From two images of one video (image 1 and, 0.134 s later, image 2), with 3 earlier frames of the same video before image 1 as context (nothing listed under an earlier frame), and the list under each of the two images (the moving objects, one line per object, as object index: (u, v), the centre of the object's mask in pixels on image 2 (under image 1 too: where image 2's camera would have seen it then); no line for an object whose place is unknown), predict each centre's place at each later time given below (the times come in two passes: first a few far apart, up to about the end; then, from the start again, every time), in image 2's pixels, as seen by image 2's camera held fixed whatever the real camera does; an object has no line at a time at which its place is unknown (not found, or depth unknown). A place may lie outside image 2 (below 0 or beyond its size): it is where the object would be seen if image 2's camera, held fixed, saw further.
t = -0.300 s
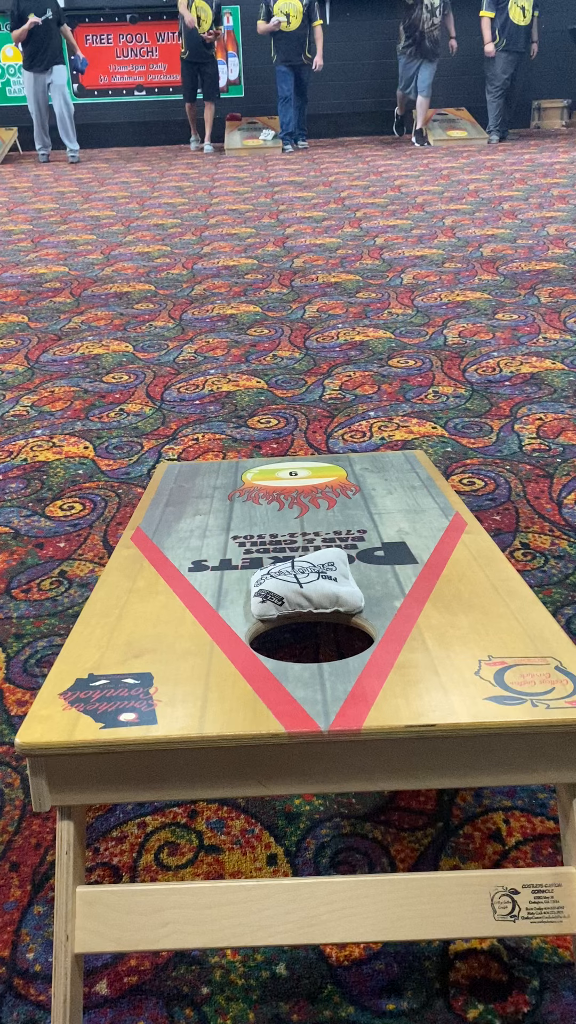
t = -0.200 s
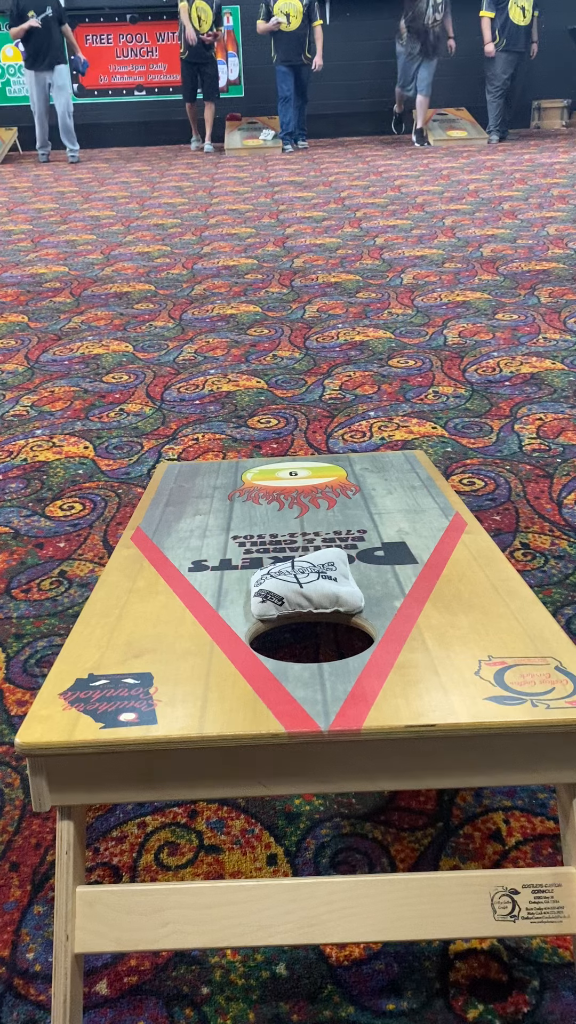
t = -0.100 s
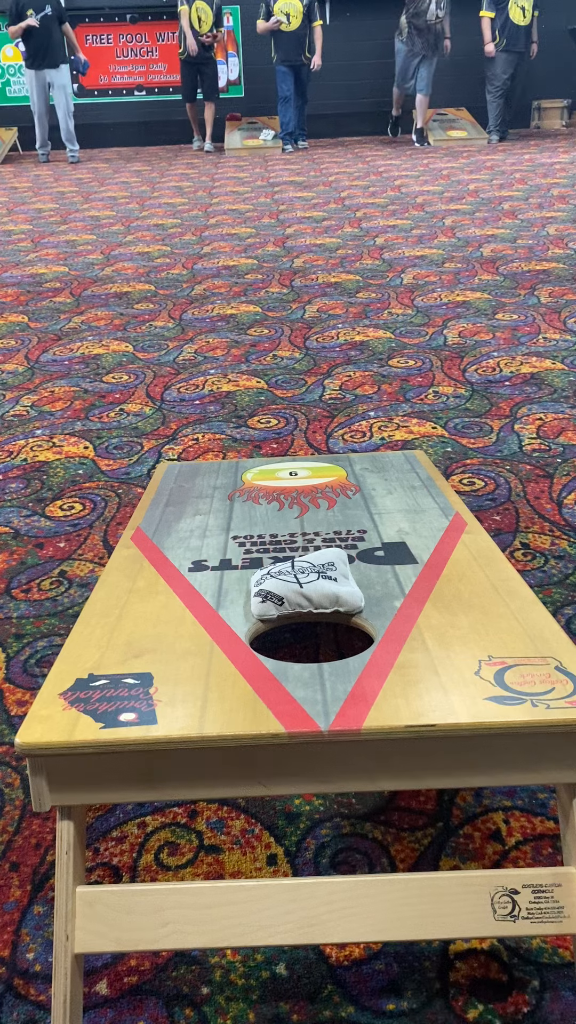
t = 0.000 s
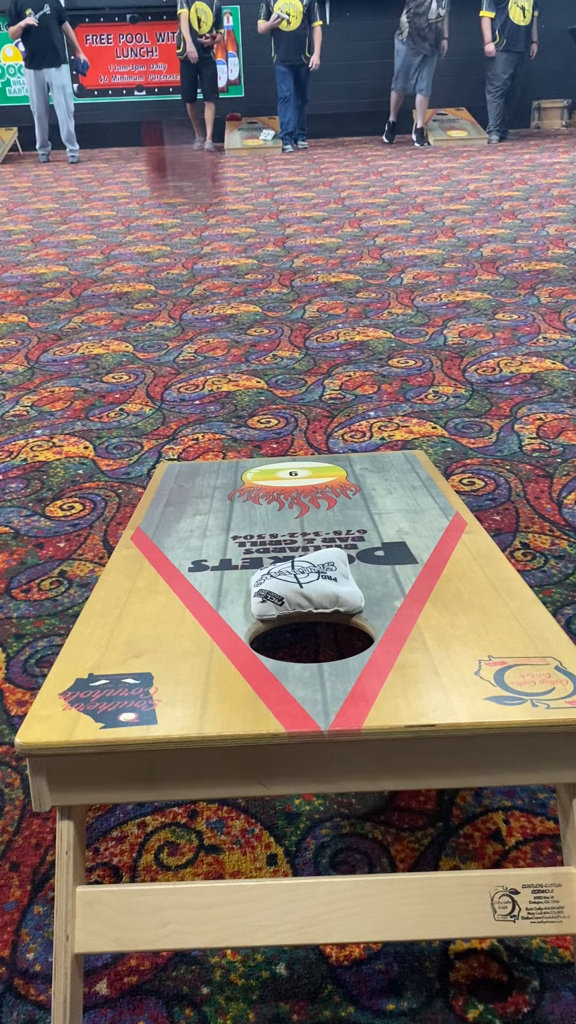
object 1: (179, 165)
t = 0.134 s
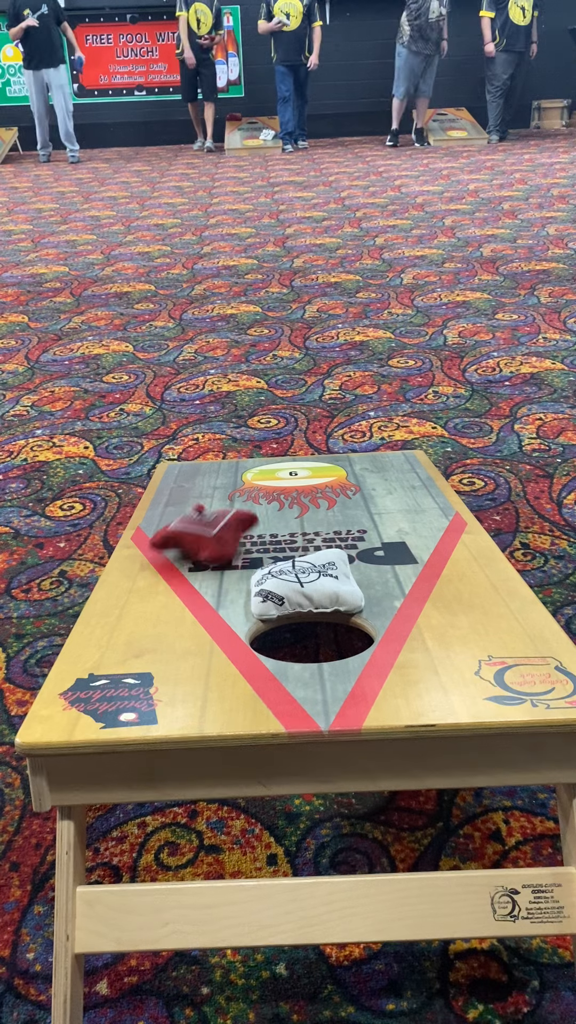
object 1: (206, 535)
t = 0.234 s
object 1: (202, 600)
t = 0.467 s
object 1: (194, 738)
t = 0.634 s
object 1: (204, 920)
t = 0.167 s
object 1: (205, 552)
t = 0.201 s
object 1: (204, 576)
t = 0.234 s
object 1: (202, 600)
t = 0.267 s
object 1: (202, 621)
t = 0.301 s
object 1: (200, 644)
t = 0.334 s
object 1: (198, 665)
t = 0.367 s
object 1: (197, 684)
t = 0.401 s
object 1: (196, 701)
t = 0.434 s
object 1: (195, 718)
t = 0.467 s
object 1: (194, 738)
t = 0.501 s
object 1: (194, 758)
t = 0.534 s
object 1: (197, 783)
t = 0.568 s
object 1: (198, 816)
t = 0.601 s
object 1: (200, 857)
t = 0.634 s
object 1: (204, 920)
